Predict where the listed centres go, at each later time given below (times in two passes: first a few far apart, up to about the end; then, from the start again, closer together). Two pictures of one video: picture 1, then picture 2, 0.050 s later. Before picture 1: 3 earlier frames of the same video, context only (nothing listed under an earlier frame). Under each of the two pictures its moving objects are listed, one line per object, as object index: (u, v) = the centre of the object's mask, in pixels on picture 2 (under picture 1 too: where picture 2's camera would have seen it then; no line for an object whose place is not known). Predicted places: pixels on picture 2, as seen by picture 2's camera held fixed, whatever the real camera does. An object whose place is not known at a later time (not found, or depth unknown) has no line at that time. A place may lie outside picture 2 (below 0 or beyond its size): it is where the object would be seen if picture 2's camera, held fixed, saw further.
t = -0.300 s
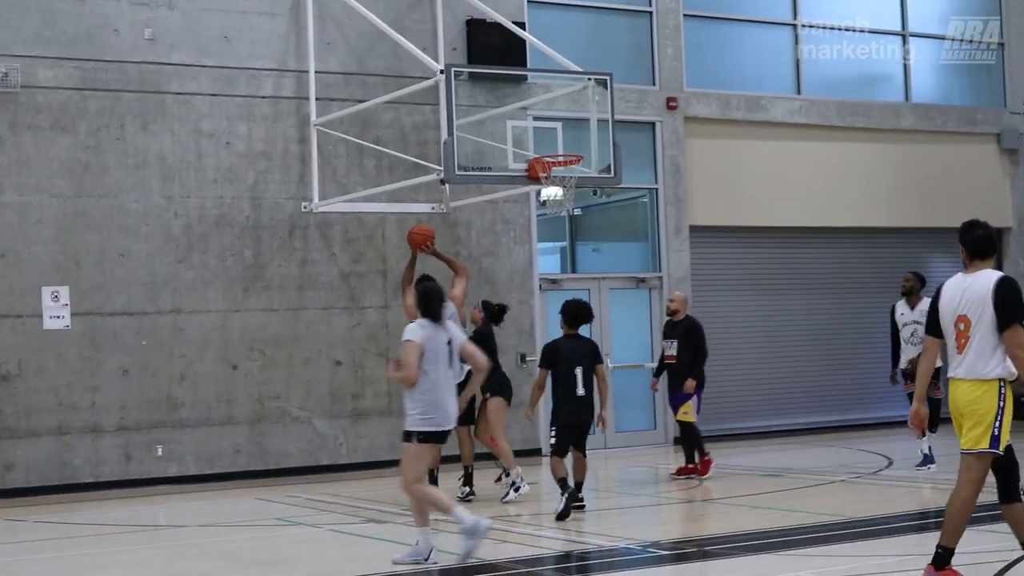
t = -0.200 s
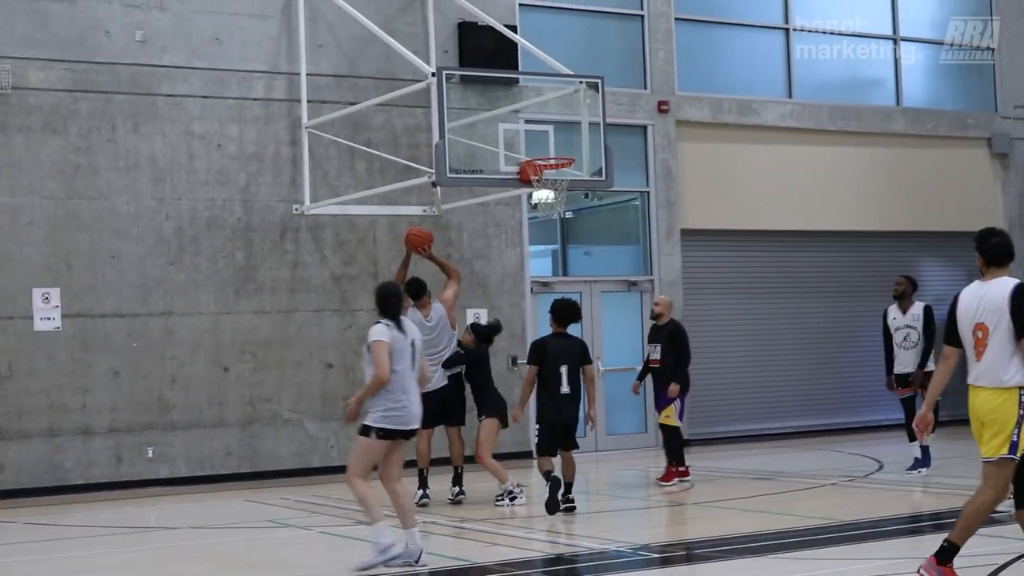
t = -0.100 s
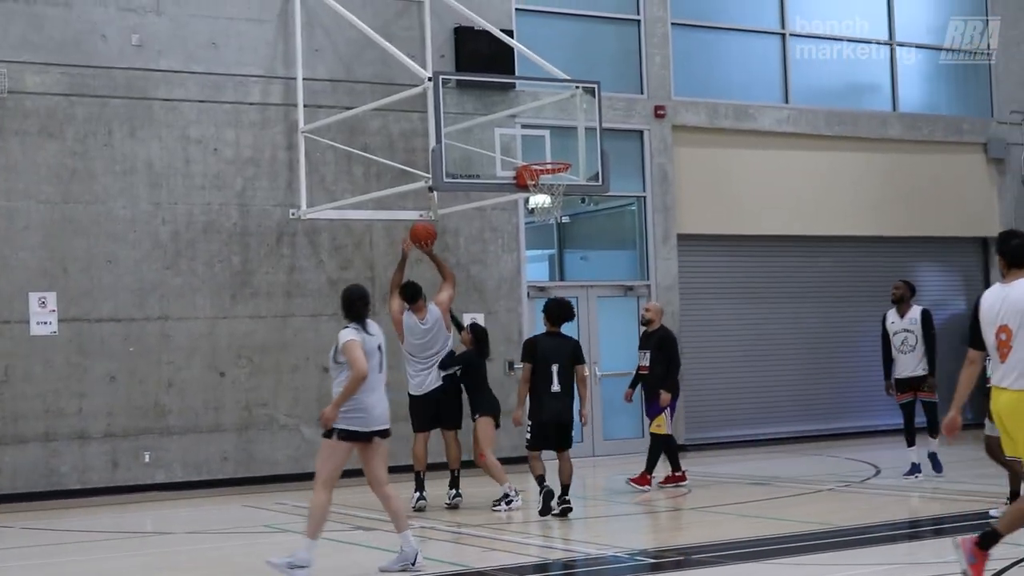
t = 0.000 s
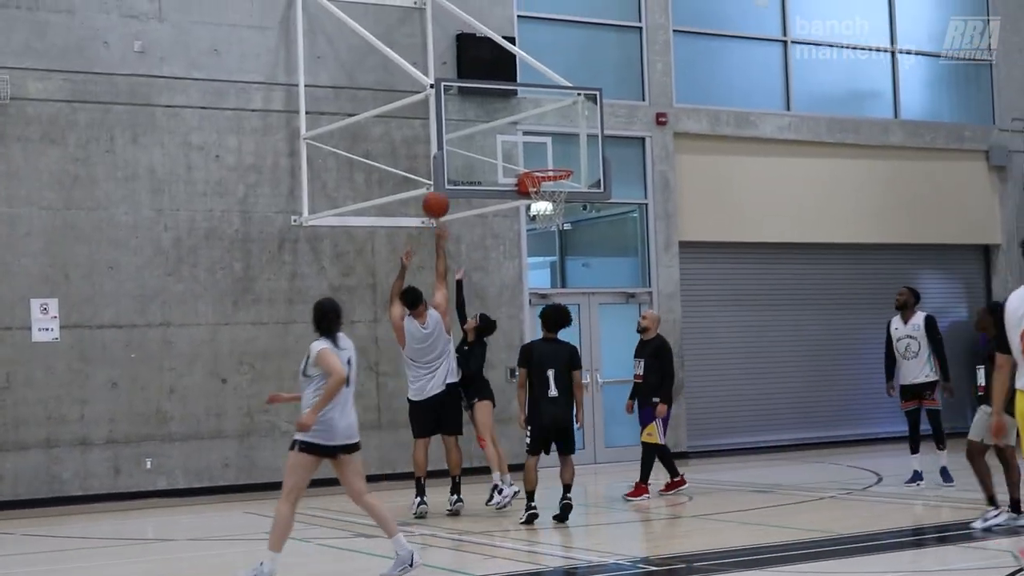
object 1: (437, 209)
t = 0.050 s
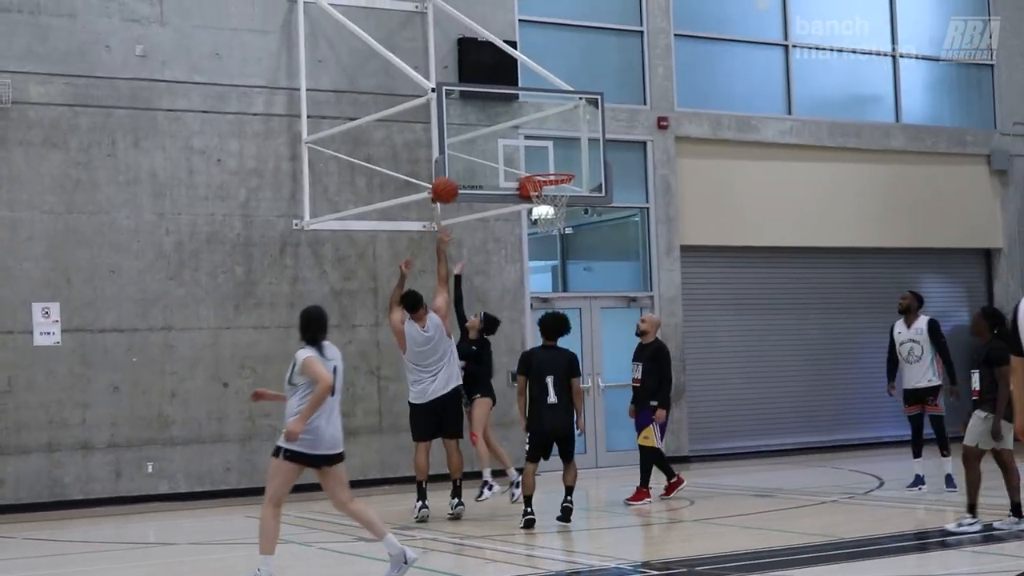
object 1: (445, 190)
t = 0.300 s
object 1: (482, 138)
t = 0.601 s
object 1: (546, 163)
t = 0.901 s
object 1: (553, 252)
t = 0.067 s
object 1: (447, 184)
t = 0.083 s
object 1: (449, 179)
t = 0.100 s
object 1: (452, 174)
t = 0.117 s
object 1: (455, 169)
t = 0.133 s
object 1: (457, 164)
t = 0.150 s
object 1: (460, 160)
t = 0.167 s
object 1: (462, 157)
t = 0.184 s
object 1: (465, 153)
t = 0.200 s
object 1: (467, 150)
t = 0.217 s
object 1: (469, 147)
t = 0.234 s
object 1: (472, 145)
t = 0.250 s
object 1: (474, 143)
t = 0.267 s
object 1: (477, 141)
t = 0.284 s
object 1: (480, 139)
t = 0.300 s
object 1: (482, 138)
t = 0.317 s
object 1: (484, 137)
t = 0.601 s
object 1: (546, 163)
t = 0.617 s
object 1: (550, 166)
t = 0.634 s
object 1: (553, 168)
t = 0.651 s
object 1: (555, 170)
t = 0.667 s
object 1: (555, 181)
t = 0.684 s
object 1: (556, 187)
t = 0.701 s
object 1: (556, 190)
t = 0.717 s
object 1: (555, 193)
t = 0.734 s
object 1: (555, 198)
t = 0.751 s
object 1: (556, 203)
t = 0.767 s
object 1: (555, 207)
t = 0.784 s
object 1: (555, 212)
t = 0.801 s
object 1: (555, 217)
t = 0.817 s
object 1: (554, 224)
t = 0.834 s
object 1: (553, 229)
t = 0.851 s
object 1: (554, 237)
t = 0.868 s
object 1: (553, 240)
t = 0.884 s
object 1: (553, 245)
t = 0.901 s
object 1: (553, 252)
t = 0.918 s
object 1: (552, 259)
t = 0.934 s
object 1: (552, 265)
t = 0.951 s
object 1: (551, 273)
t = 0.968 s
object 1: (552, 280)
